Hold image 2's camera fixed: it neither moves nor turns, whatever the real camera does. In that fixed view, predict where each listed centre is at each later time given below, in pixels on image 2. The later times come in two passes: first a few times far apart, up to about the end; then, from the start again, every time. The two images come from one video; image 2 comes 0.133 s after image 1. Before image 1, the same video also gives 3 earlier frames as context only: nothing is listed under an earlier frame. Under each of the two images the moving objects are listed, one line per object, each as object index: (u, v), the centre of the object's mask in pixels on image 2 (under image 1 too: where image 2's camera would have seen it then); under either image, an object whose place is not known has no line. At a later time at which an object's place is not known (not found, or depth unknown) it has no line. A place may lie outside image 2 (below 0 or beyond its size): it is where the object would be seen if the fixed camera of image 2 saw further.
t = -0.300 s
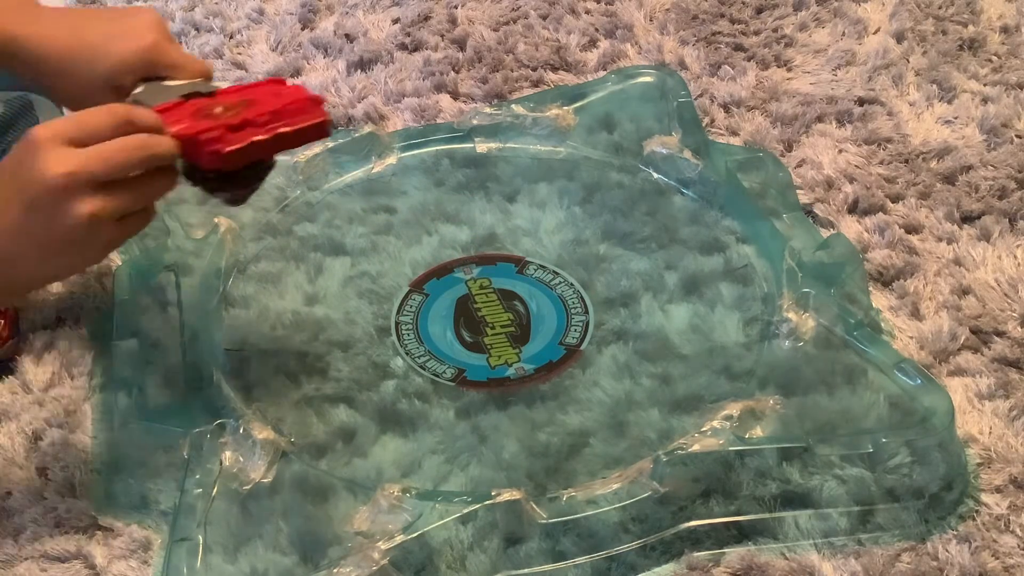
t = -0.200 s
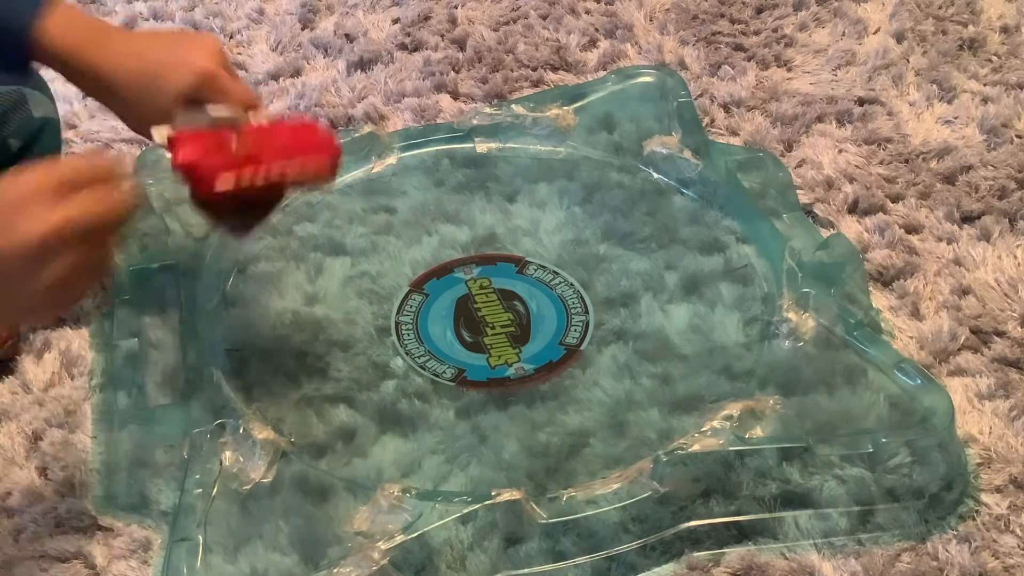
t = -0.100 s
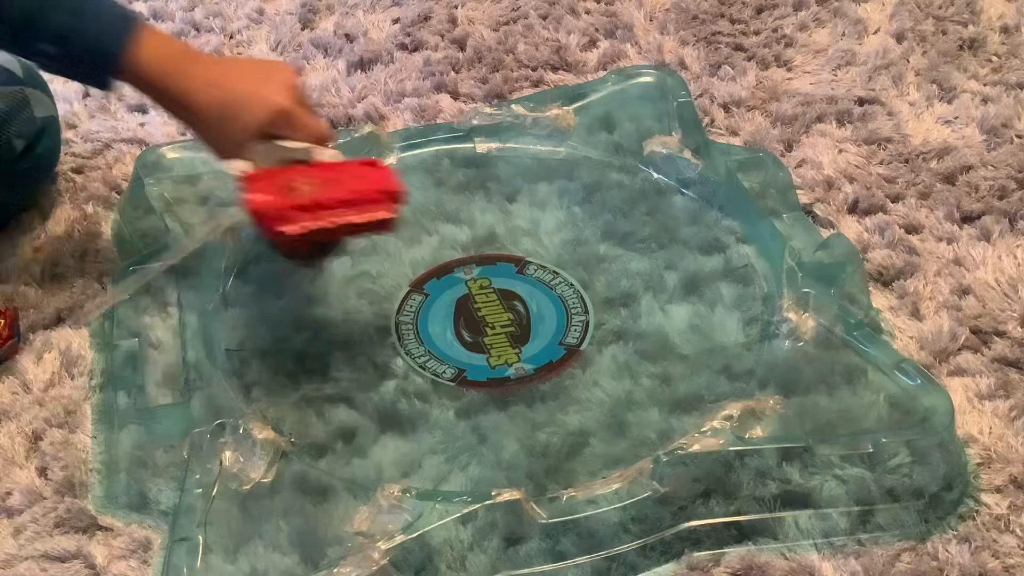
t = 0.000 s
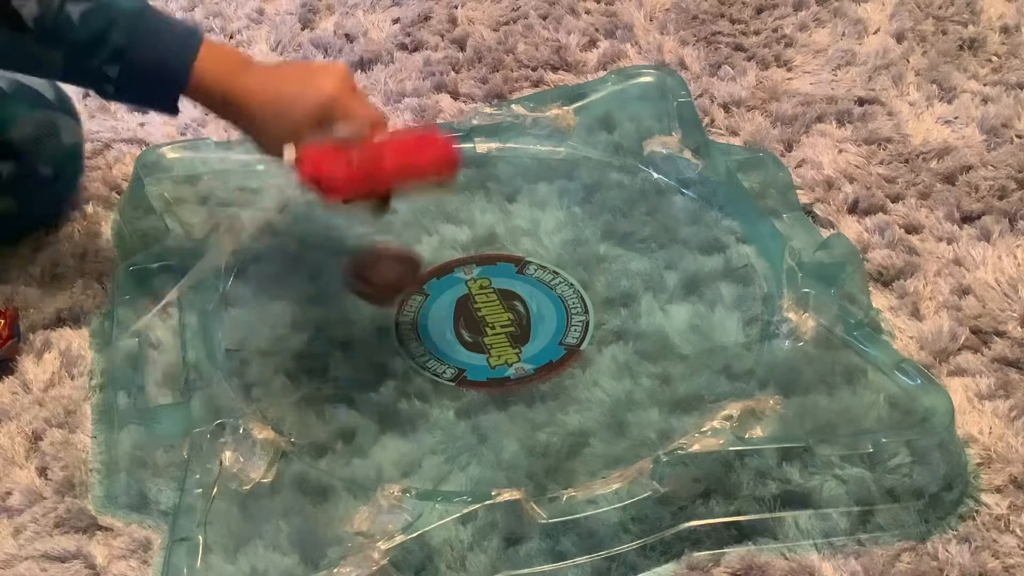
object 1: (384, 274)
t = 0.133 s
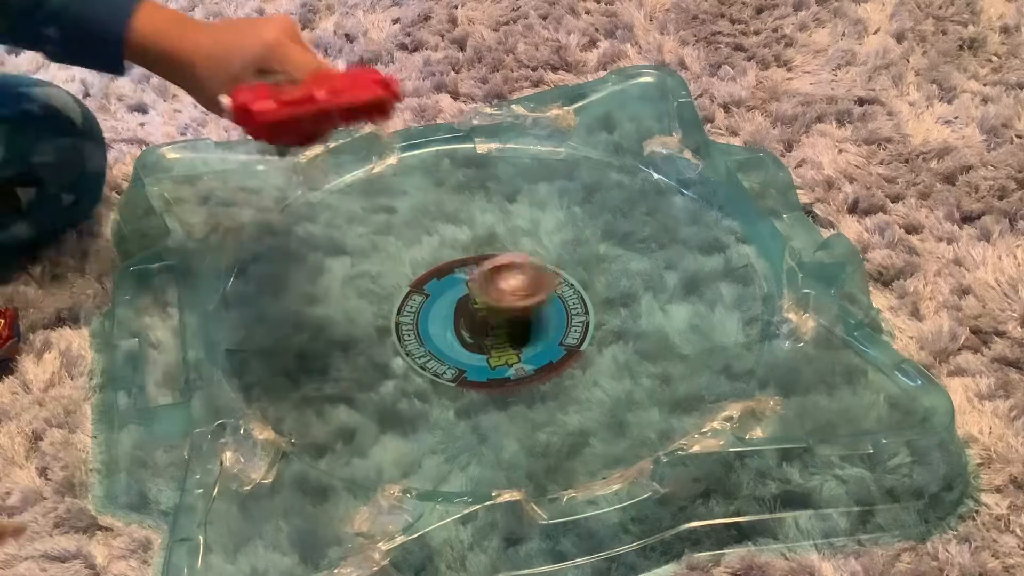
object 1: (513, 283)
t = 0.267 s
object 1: (619, 261)
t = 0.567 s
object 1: (685, 224)
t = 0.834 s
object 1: (604, 217)
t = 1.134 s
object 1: (422, 249)
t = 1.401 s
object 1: (354, 321)
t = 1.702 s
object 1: (516, 386)
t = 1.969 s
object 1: (671, 318)
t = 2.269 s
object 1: (645, 216)
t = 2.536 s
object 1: (497, 190)
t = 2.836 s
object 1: (311, 269)
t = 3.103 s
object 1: (292, 386)
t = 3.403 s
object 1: (568, 428)
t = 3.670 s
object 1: (722, 315)
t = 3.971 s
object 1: (693, 192)
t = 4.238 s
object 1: (582, 143)
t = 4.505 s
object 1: (433, 155)
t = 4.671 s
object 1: (345, 202)
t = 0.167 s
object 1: (544, 277)
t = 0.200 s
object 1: (572, 272)
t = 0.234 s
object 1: (597, 267)
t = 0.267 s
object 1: (619, 261)
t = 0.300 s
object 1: (637, 256)
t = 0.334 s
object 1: (653, 251)
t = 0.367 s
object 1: (664, 246)
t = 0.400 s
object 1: (674, 242)
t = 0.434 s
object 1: (681, 237)
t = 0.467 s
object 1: (685, 233)
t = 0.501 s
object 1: (687, 230)
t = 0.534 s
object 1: (687, 226)
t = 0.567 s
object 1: (685, 224)
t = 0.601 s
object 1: (681, 221)
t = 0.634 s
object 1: (676, 219)
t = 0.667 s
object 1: (669, 217)
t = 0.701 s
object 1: (660, 216)
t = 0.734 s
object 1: (648, 215)
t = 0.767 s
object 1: (635, 215)
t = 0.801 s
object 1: (619, 216)
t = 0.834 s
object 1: (604, 217)
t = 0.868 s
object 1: (586, 219)
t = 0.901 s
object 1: (567, 222)
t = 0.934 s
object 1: (546, 225)
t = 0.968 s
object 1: (523, 228)
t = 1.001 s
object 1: (502, 230)
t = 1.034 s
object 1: (482, 233)
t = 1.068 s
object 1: (461, 237)
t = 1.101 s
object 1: (442, 243)
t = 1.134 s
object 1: (422, 249)
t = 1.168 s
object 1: (404, 254)
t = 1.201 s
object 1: (389, 261)
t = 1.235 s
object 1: (375, 269)
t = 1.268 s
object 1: (365, 278)
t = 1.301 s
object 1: (358, 287)
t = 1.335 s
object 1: (353, 297)
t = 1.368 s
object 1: (353, 309)
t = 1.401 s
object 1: (354, 321)
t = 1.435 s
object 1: (360, 332)
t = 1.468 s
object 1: (369, 344)
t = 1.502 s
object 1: (383, 356)
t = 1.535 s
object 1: (401, 366)
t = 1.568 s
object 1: (421, 375)
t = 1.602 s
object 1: (443, 381)
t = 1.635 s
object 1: (467, 385)
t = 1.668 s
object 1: (492, 387)
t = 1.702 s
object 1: (516, 386)
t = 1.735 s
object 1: (541, 383)
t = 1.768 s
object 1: (565, 379)
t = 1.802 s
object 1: (587, 373)
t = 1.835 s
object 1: (608, 364)
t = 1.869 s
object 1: (628, 355)
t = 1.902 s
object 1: (644, 344)
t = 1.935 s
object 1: (659, 332)
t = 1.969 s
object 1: (671, 318)
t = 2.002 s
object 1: (679, 305)
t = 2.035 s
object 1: (684, 292)
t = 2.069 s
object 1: (685, 278)
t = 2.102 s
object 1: (684, 266)
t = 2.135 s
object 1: (680, 254)
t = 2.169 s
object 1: (674, 243)
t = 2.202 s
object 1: (666, 233)
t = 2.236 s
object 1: (657, 224)
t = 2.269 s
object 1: (645, 216)
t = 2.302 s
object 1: (632, 208)
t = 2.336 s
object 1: (616, 203)
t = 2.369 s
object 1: (599, 198)
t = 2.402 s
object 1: (581, 194)
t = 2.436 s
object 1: (561, 191)
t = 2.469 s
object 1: (541, 189)
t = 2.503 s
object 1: (519, 188)
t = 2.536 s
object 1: (497, 190)
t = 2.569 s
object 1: (476, 192)
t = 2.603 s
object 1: (454, 197)
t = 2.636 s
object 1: (432, 203)
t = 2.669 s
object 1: (408, 211)
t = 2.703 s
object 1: (387, 220)
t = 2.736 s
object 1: (365, 231)
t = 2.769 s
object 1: (346, 243)
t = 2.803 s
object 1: (328, 256)
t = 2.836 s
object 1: (311, 269)
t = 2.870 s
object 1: (296, 283)
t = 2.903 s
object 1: (285, 297)
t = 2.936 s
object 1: (275, 313)
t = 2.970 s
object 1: (266, 327)
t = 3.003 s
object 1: (263, 342)
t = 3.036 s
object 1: (261, 357)
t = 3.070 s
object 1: (271, 372)
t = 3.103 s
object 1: (292, 386)
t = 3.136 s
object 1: (317, 398)
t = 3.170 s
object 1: (344, 411)
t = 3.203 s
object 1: (375, 421)
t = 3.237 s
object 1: (406, 428)
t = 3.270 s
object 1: (438, 434)
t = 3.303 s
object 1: (470, 437)
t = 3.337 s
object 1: (503, 436)
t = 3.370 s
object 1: (536, 433)
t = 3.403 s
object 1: (568, 428)
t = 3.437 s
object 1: (598, 418)
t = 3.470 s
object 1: (626, 406)
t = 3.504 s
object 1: (650, 393)
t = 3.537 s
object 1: (669, 380)
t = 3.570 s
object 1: (688, 366)
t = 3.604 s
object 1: (703, 349)
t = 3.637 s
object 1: (713, 332)
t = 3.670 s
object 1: (722, 315)
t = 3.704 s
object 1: (727, 299)
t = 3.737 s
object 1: (729, 283)
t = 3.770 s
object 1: (729, 266)
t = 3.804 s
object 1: (726, 251)
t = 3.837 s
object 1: (722, 238)
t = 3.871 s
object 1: (718, 226)
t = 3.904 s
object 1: (710, 213)
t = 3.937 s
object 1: (703, 202)
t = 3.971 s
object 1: (693, 192)
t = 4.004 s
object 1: (683, 183)
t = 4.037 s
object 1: (671, 176)
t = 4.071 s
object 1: (660, 167)
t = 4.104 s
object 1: (646, 160)
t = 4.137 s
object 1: (632, 155)
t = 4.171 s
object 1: (615, 150)
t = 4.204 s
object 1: (600, 146)
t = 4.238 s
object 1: (582, 143)
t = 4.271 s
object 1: (563, 141)
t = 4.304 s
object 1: (546, 139)
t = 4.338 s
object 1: (528, 140)
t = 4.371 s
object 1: (507, 142)
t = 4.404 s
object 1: (490, 143)
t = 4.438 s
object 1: (471, 145)
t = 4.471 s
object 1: (451, 149)
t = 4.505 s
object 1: (433, 155)
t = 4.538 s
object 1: (413, 162)
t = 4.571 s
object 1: (396, 172)
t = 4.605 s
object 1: (378, 181)
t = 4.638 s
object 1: (361, 191)
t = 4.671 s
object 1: (345, 202)
